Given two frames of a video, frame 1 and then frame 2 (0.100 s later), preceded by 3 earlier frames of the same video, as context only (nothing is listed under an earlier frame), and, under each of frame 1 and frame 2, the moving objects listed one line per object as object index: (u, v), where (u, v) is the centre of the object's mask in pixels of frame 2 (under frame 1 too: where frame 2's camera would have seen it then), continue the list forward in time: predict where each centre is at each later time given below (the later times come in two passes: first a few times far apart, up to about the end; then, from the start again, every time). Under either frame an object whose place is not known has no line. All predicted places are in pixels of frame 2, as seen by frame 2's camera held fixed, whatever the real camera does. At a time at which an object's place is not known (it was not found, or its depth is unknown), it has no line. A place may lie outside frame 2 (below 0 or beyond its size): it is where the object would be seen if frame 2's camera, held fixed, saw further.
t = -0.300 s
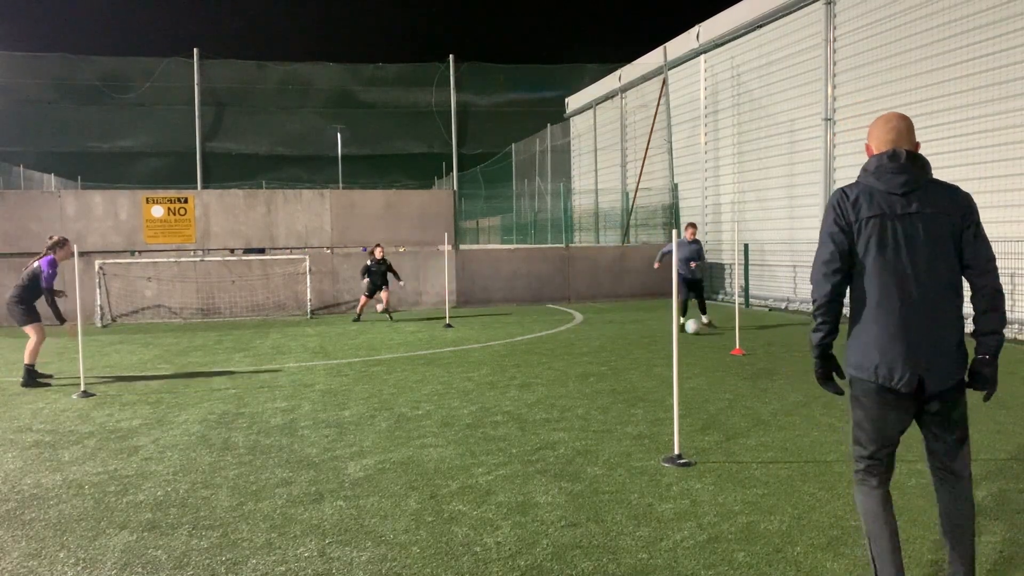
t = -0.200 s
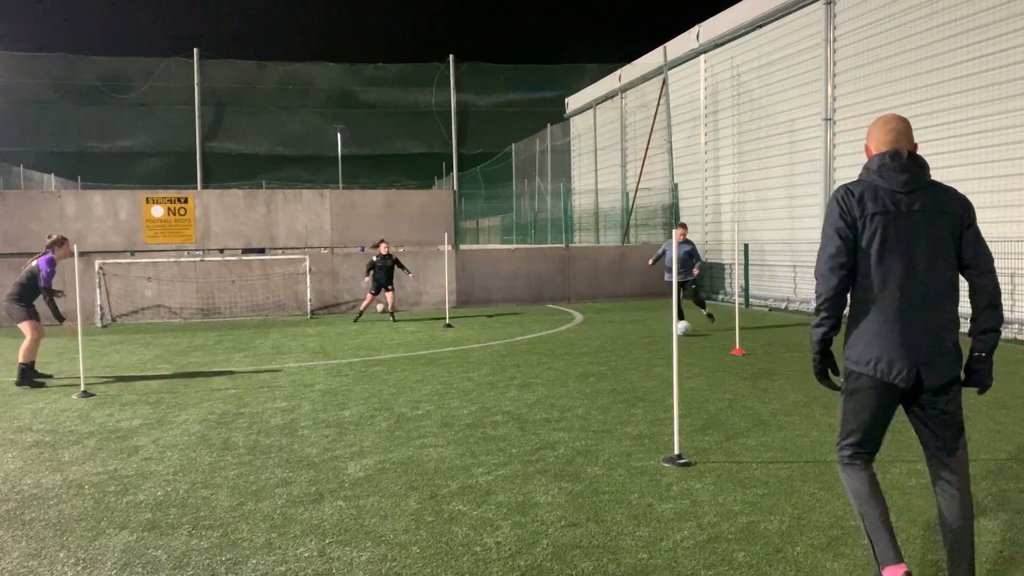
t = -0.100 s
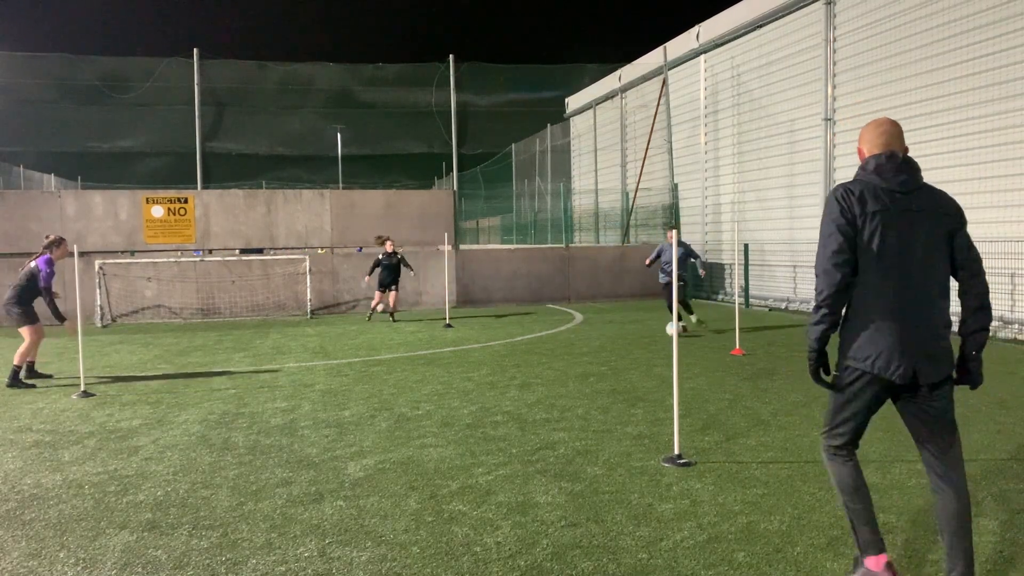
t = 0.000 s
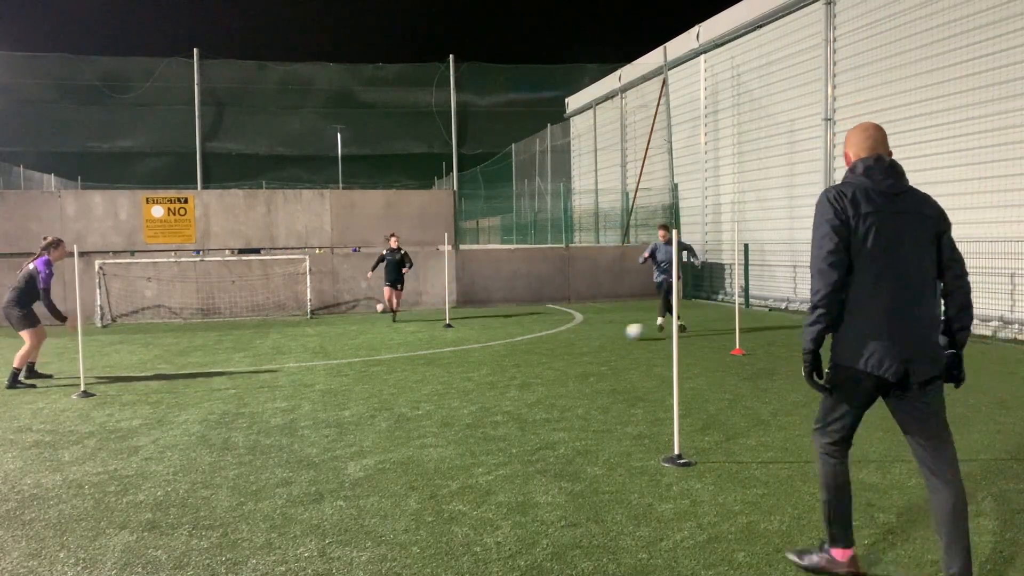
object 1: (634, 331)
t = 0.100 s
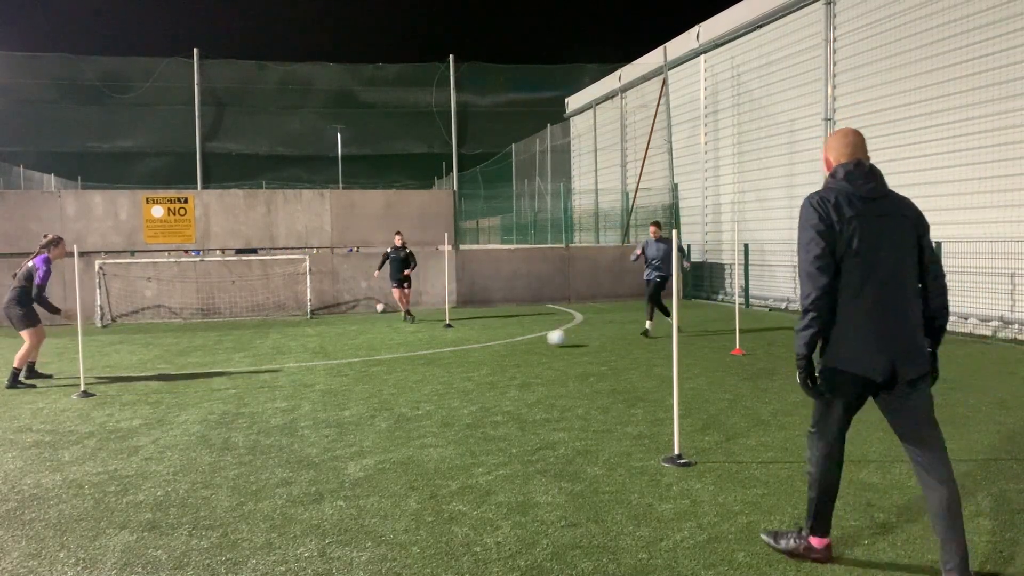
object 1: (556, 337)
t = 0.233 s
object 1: (447, 346)
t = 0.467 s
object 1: (249, 359)
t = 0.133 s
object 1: (529, 339)
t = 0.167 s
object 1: (502, 341)
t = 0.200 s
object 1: (475, 344)
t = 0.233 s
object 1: (447, 346)
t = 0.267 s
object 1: (421, 347)
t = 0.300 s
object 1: (391, 349)
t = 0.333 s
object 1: (363, 352)
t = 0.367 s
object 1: (333, 356)
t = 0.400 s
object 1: (305, 356)
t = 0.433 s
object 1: (276, 357)
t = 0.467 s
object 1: (249, 359)
